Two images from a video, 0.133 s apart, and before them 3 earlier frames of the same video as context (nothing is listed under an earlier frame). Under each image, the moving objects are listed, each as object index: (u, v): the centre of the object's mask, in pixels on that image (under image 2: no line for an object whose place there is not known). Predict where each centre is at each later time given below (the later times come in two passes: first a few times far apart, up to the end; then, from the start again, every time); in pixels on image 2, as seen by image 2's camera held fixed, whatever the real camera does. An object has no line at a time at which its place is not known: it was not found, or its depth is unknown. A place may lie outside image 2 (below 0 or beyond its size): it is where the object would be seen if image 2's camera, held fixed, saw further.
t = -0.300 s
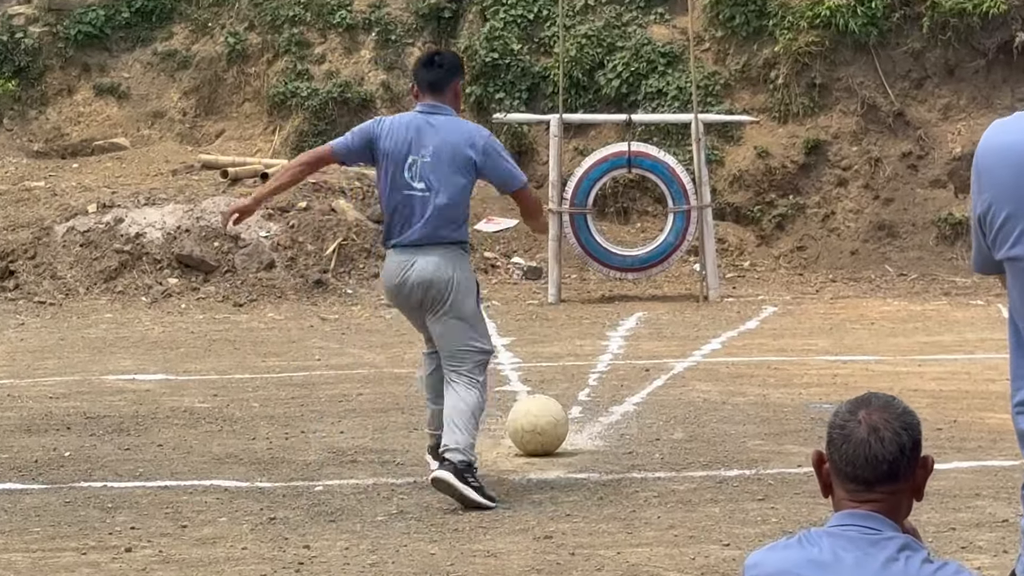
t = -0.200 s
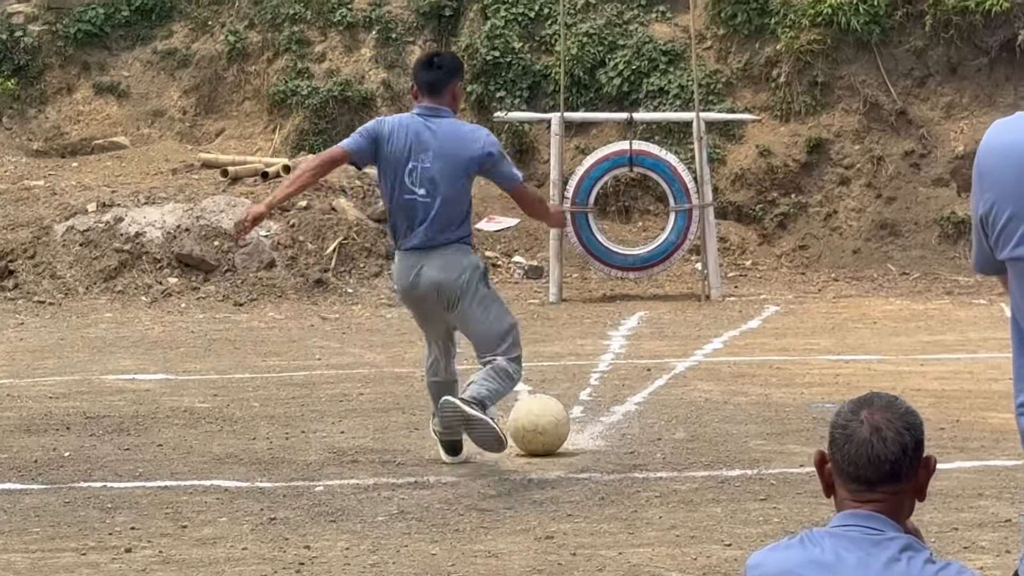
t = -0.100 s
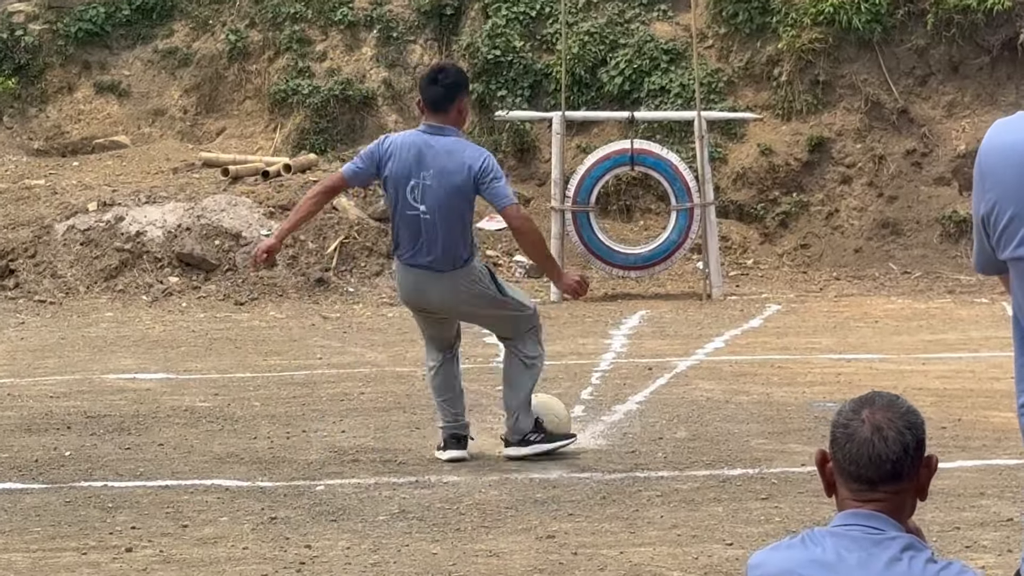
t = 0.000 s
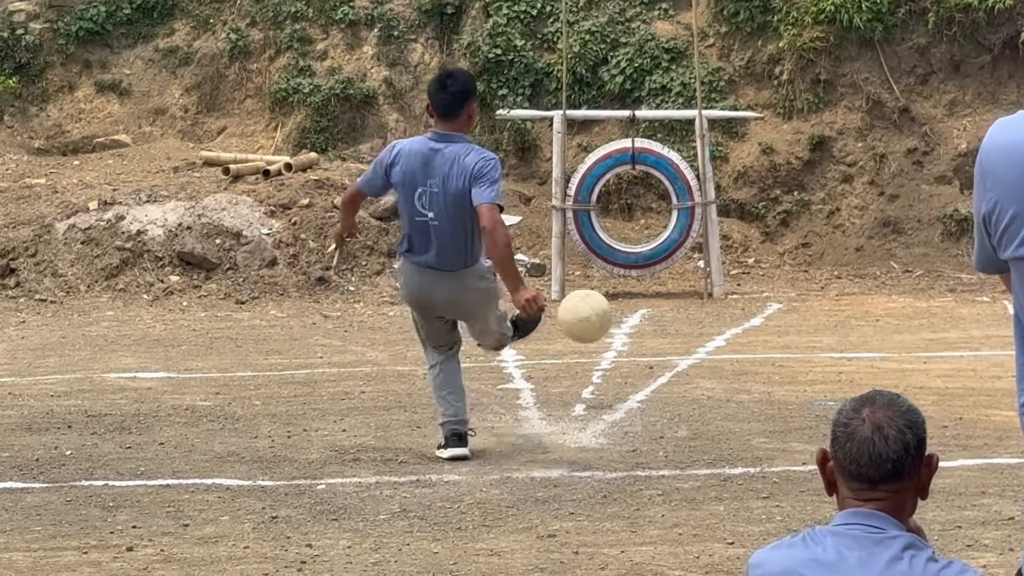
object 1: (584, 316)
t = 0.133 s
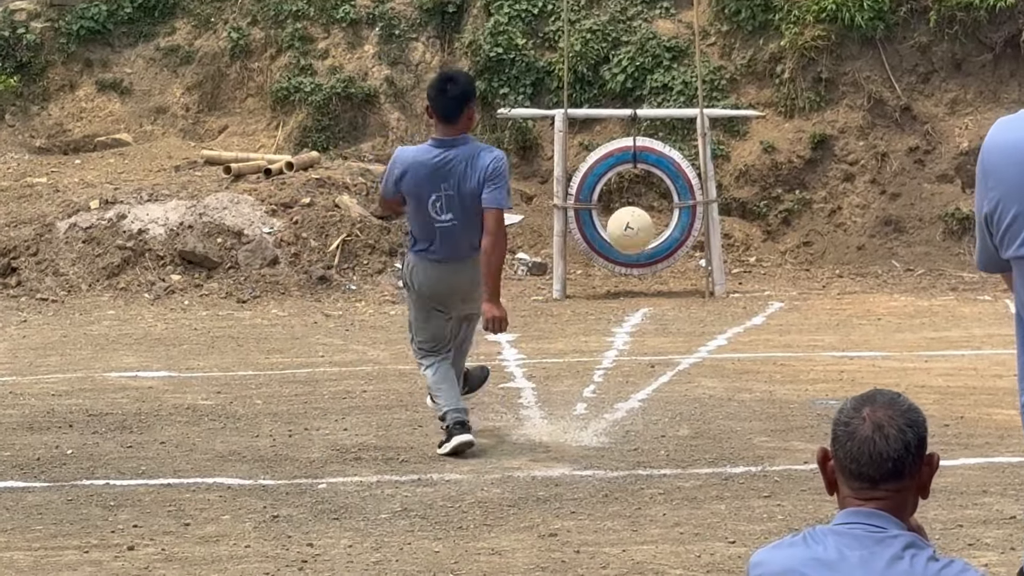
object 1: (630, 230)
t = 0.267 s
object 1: (656, 196)
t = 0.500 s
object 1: (685, 211)
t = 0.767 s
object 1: (715, 253)
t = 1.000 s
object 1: (733, 217)
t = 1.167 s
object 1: (745, 246)
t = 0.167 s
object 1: (638, 218)
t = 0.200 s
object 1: (645, 208)
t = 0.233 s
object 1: (651, 201)
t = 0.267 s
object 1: (656, 196)
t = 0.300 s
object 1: (661, 194)
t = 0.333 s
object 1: (666, 193)
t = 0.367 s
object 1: (671, 194)
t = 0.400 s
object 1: (675, 196)
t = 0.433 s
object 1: (680, 200)
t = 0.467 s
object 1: (683, 205)
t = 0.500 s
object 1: (685, 211)
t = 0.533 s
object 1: (690, 221)
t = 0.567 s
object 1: (694, 237)
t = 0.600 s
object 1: (698, 253)
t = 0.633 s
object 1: (703, 274)
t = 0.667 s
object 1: (708, 293)
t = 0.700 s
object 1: (710, 279)
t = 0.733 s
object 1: (712, 264)
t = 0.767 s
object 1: (715, 253)
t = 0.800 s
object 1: (718, 242)
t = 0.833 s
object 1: (721, 234)
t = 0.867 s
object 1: (722, 226)
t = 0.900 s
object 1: (726, 221)
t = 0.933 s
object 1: (728, 219)
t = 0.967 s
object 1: (731, 216)
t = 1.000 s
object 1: (733, 217)
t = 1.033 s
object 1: (736, 219)
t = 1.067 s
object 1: (738, 223)
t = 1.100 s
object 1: (740, 229)
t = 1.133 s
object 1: (742, 235)
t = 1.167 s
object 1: (745, 246)
